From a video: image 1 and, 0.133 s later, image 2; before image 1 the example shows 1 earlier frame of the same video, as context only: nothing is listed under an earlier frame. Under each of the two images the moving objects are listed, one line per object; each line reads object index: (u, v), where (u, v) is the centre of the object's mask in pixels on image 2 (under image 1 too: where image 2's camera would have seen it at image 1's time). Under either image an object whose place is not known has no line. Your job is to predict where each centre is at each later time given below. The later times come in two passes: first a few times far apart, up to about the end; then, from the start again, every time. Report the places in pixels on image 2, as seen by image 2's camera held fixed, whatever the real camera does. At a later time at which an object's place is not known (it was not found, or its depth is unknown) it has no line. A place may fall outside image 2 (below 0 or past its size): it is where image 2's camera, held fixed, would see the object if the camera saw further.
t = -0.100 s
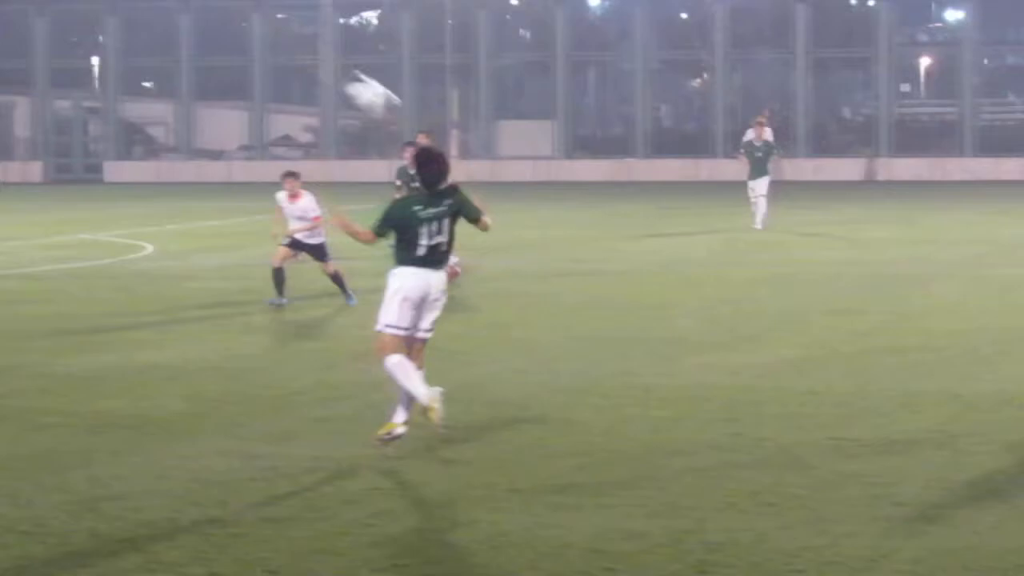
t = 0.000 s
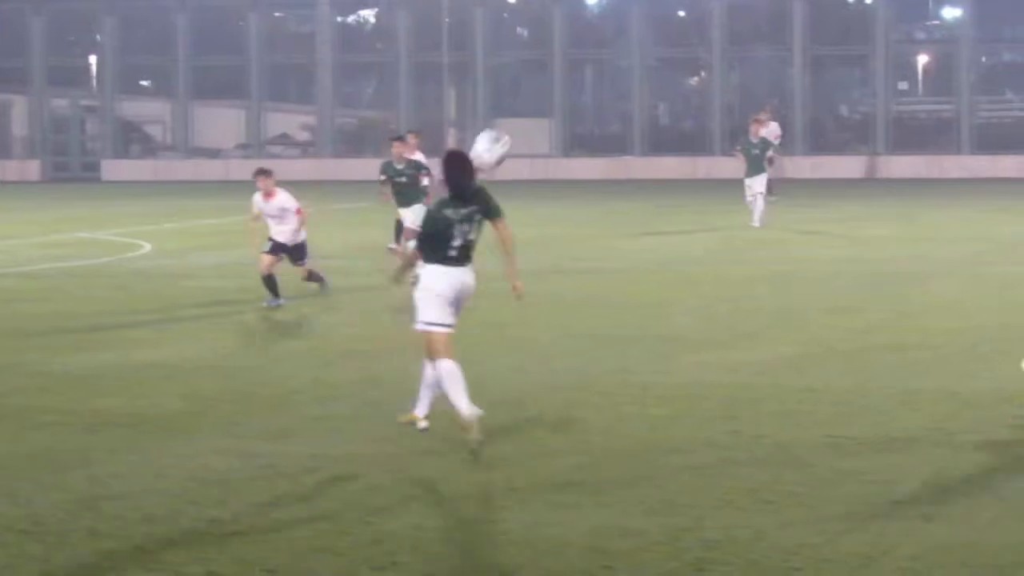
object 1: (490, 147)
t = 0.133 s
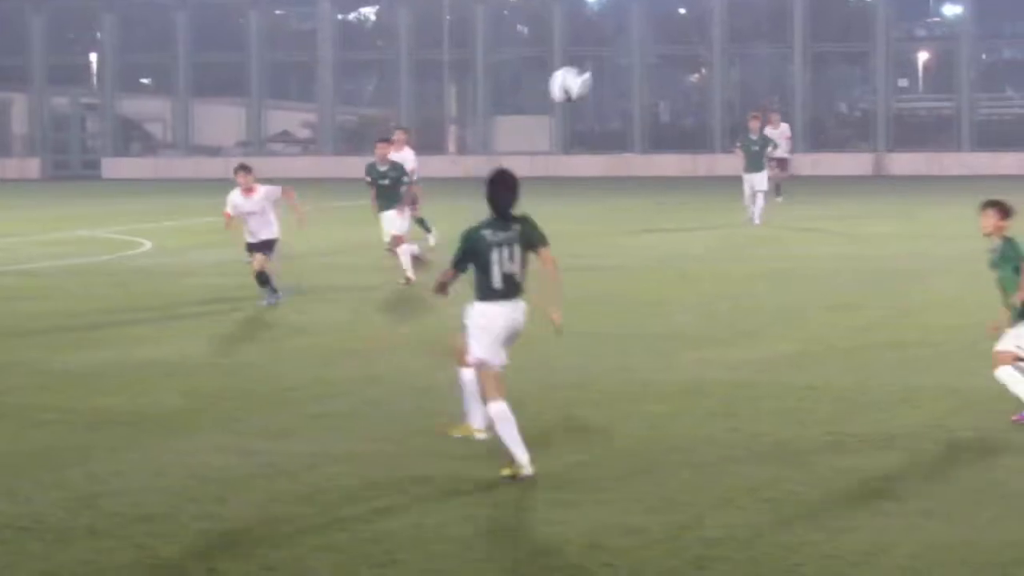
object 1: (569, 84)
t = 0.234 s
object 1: (625, 59)
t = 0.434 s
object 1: (741, 55)
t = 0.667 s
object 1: (869, 132)
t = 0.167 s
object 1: (588, 74)
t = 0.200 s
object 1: (607, 66)
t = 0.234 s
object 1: (625, 59)
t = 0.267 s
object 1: (645, 54)
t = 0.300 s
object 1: (666, 50)
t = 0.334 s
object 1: (684, 50)
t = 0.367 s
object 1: (702, 50)
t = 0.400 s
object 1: (721, 52)
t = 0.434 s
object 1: (741, 55)
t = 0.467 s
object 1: (758, 61)
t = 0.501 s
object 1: (778, 68)
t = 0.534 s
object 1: (795, 77)
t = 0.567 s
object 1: (813, 89)
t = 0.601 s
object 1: (831, 101)
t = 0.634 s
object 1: (849, 114)
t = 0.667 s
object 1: (869, 132)
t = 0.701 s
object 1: (885, 148)
